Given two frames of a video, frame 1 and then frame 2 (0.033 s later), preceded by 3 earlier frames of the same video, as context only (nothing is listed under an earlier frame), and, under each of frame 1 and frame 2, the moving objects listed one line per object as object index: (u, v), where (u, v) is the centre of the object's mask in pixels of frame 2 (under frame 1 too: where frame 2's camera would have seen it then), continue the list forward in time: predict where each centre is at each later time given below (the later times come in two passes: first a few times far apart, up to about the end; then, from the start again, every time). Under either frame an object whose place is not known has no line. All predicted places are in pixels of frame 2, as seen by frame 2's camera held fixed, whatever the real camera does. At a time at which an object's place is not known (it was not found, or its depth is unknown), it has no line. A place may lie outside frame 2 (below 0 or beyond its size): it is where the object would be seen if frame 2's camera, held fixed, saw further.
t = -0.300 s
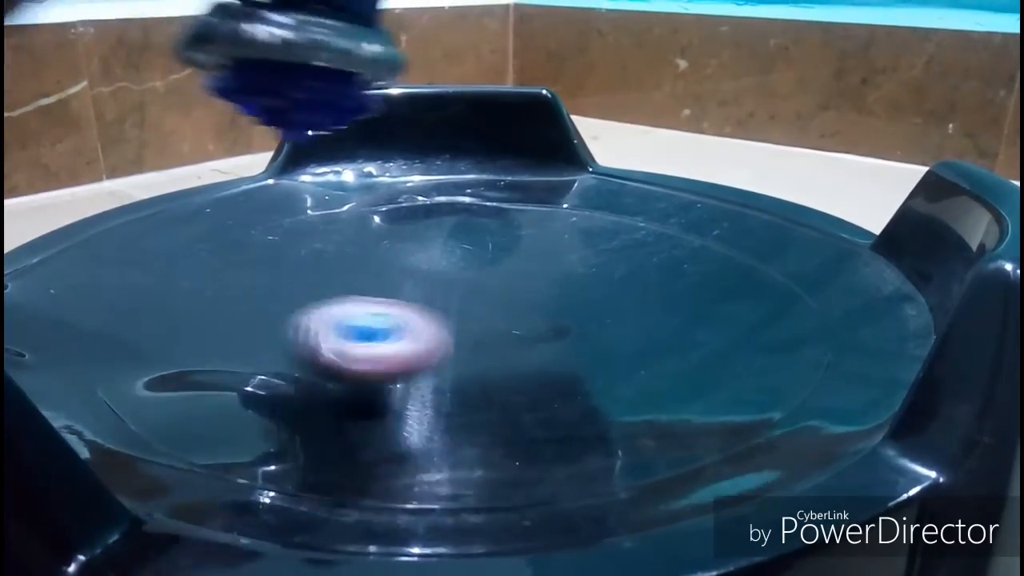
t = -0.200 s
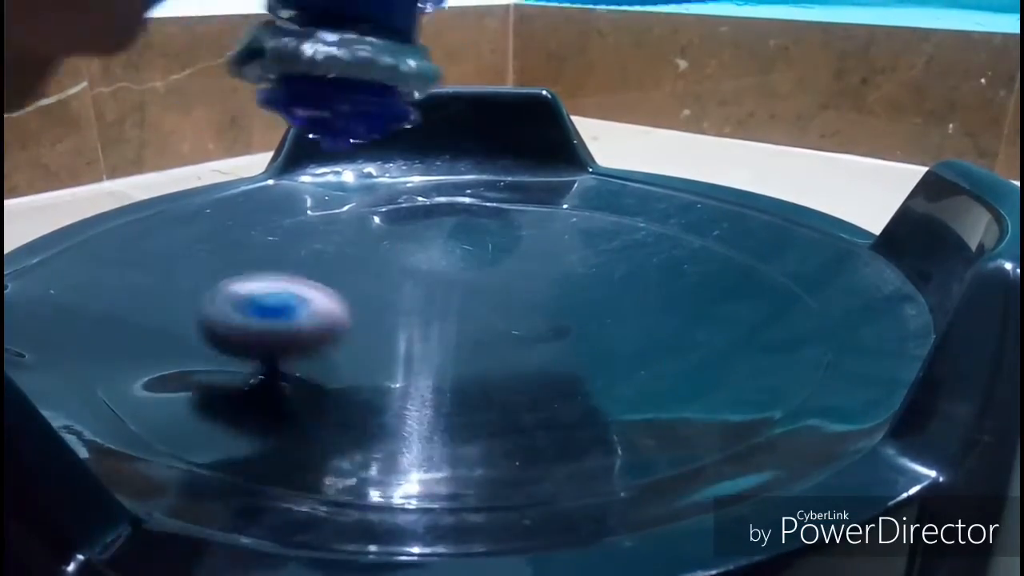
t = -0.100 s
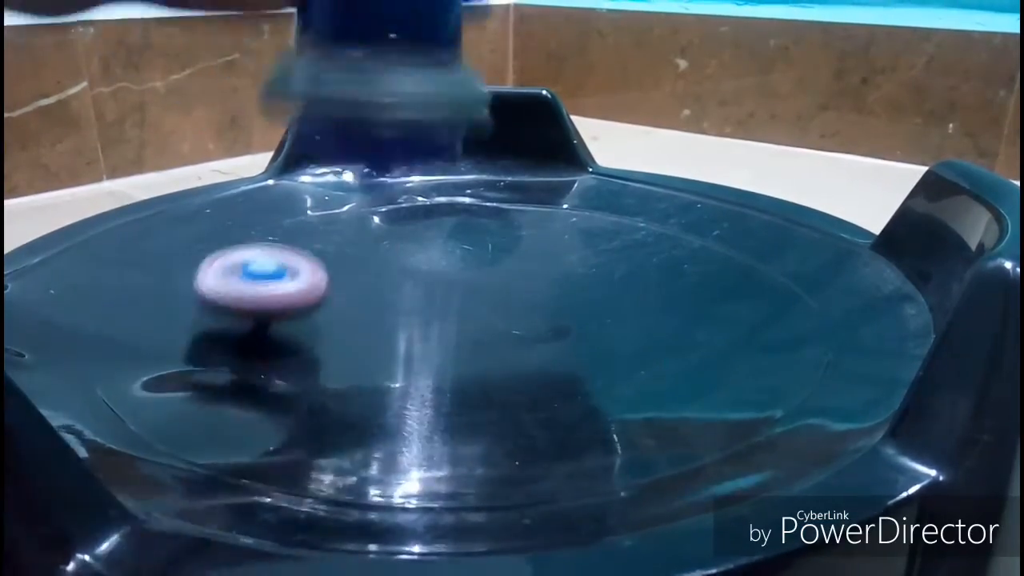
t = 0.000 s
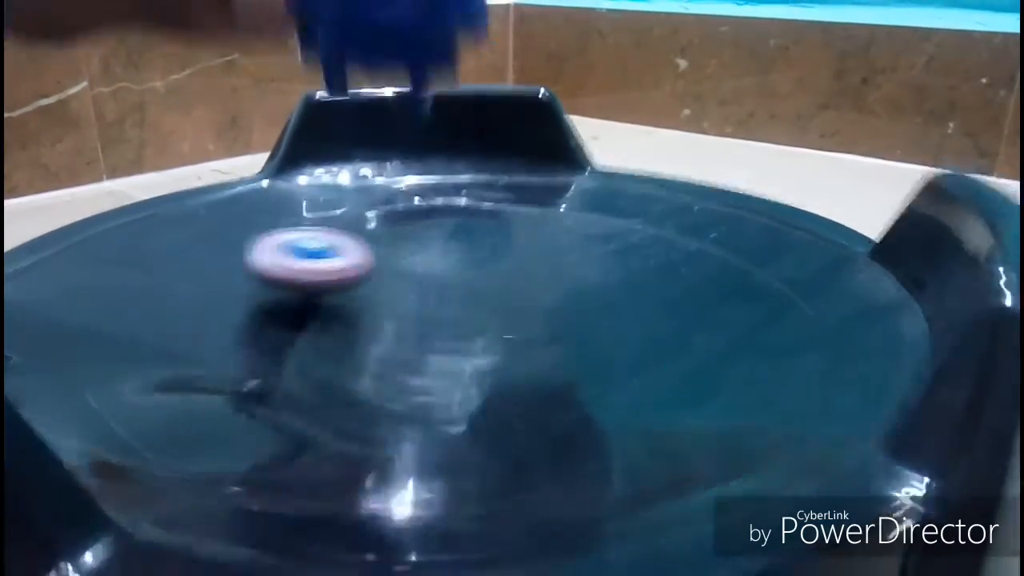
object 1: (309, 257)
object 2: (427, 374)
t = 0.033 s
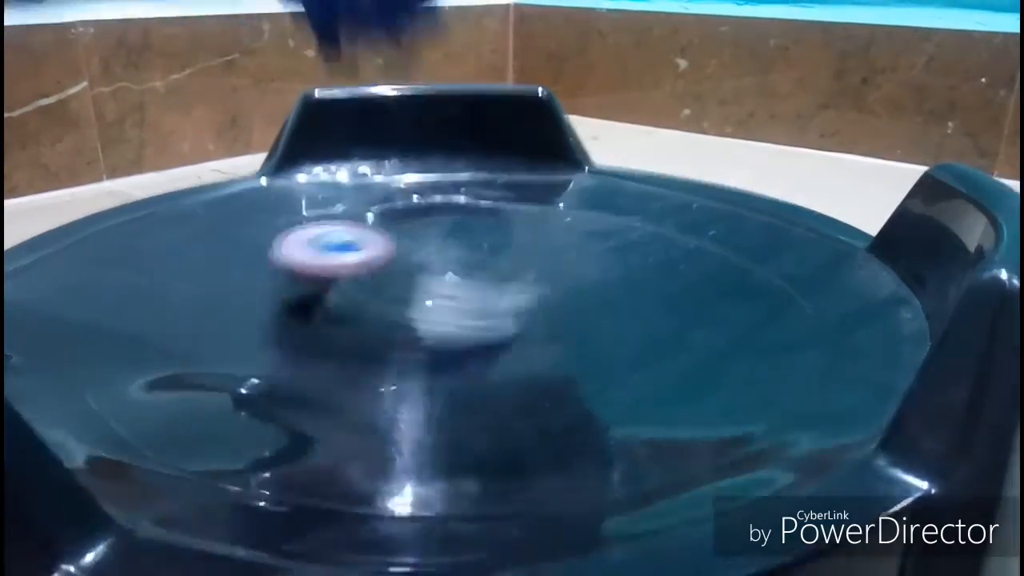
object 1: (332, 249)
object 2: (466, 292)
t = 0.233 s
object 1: (495, 270)
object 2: (590, 311)
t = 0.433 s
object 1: (379, 181)
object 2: (706, 264)
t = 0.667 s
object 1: (414, 180)
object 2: (526, 208)
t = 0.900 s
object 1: (340, 184)
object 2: (392, 295)
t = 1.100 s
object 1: (346, 222)
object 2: (617, 346)
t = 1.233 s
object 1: (321, 259)
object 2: (749, 290)
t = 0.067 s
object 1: (352, 249)
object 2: (487, 269)
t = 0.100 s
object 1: (391, 253)
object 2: (524, 282)
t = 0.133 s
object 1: (422, 256)
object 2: (560, 318)
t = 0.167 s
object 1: (449, 260)
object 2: (582, 347)
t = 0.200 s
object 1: (476, 265)
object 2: (590, 324)
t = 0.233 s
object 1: (495, 270)
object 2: (590, 311)
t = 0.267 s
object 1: (469, 251)
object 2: (635, 307)
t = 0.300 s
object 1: (435, 226)
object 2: (674, 300)
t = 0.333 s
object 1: (411, 205)
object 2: (700, 293)
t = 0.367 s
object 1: (394, 193)
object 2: (713, 287)
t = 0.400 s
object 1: (383, 184)
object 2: (714, 277)
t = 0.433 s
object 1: (379, 181)
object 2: (706, 264)
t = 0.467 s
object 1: (384, 178)
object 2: (689, 251)
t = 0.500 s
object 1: (397, 176)
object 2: (667, 241)
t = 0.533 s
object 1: (412, 176)
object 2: (639, 227)
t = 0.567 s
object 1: (427, 178)
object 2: (608, 218)
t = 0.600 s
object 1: (440, 182)
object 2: (571, 209)
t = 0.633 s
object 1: (441, 183)
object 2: (541, 208)
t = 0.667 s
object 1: (414, 180)
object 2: (526, 208)
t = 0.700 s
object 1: (394, 182)
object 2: (500, 210)
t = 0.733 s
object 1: (380, 183)
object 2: (473, 214)
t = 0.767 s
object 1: (368, 184)
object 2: (448, 227)
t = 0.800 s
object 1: (356, 185)
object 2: (423, 245)
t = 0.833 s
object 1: (348, 182)
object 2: (402, 260)
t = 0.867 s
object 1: (343, 183)
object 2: (391, 276)
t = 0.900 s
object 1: (340, 184)
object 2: (392, 295)
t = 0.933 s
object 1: (339, 185)
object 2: (406, 313)
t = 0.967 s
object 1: (339, 187)
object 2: (433, 331)
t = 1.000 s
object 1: (341, 192)
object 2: (467, 344)
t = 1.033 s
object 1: (345, 202)
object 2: (513, 349)
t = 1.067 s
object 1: (347, 212)
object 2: (565, 349)
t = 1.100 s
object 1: (346, 222)
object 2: (617, 346)
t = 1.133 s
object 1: (344, 231)
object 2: (663, 340)
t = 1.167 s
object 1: (339, 241)
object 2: (704, 324)
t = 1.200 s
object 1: (332, 250)
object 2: (734, 308)
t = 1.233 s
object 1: (321, 259)
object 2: (749, 290)
